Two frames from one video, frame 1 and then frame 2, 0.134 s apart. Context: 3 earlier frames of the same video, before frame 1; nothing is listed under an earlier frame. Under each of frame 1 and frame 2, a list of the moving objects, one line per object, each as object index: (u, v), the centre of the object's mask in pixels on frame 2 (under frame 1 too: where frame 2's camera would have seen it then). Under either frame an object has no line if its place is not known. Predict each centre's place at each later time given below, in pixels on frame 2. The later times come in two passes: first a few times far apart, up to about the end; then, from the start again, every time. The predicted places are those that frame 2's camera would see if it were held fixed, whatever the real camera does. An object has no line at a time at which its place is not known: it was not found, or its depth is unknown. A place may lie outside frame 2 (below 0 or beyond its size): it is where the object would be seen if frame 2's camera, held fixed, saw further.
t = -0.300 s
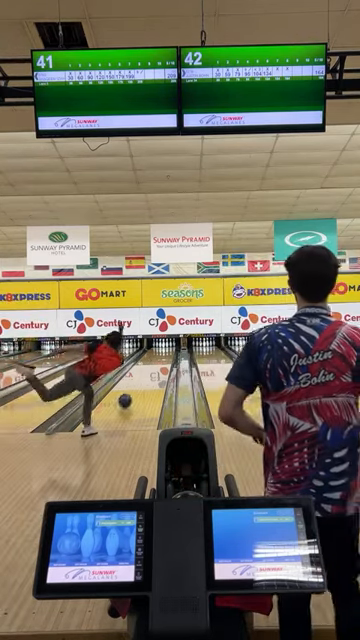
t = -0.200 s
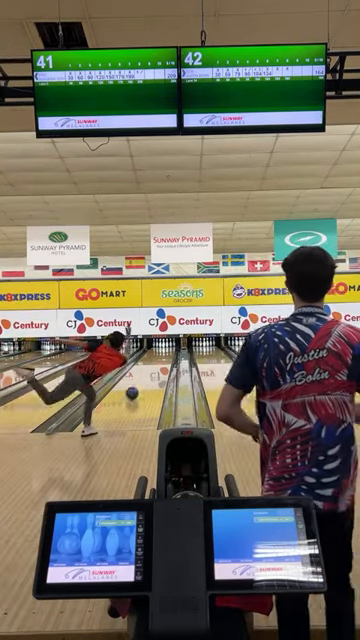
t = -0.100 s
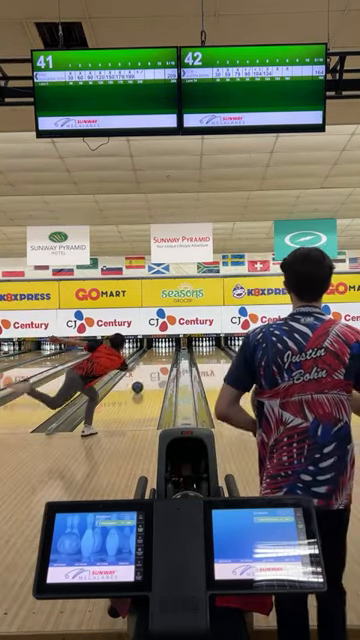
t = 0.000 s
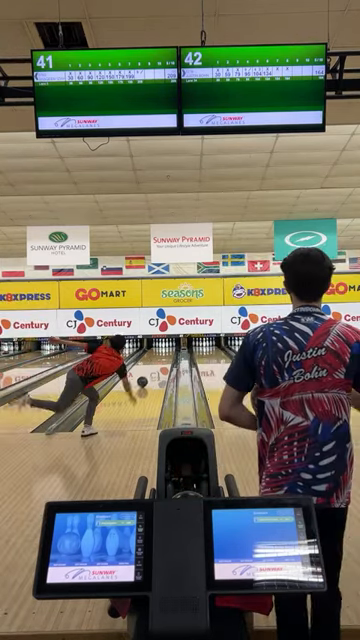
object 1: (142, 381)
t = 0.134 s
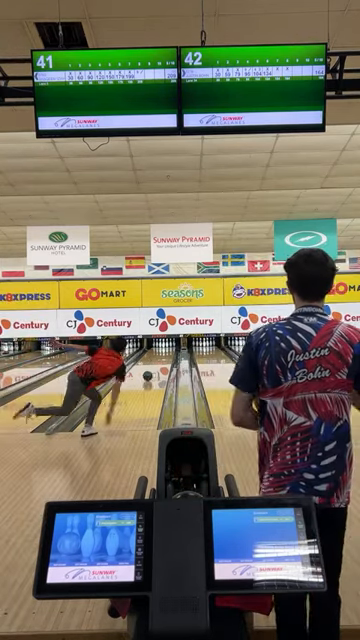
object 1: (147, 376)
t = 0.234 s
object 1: (150, 372)
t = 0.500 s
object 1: (157, 364)
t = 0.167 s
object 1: (148, 374)
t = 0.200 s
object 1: (149, 373)
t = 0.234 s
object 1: (150, 372)
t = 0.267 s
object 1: (151, 371)
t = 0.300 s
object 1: (152, 369)
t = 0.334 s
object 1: (153, 368)
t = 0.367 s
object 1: (154, 368)
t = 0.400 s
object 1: (155, 367)
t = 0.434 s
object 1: (156, 365)
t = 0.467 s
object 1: (157, 365)
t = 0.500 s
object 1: (157, 364)
